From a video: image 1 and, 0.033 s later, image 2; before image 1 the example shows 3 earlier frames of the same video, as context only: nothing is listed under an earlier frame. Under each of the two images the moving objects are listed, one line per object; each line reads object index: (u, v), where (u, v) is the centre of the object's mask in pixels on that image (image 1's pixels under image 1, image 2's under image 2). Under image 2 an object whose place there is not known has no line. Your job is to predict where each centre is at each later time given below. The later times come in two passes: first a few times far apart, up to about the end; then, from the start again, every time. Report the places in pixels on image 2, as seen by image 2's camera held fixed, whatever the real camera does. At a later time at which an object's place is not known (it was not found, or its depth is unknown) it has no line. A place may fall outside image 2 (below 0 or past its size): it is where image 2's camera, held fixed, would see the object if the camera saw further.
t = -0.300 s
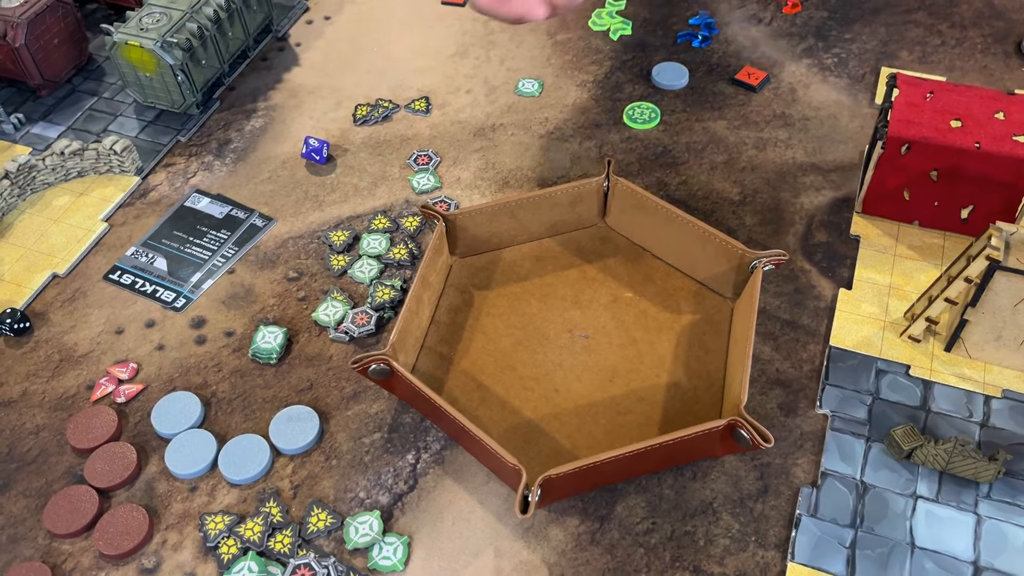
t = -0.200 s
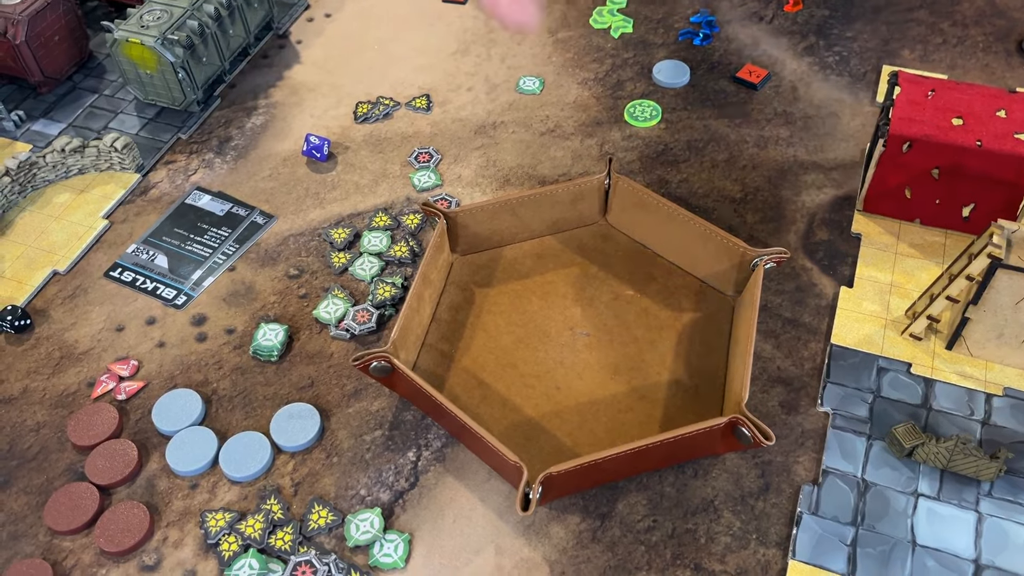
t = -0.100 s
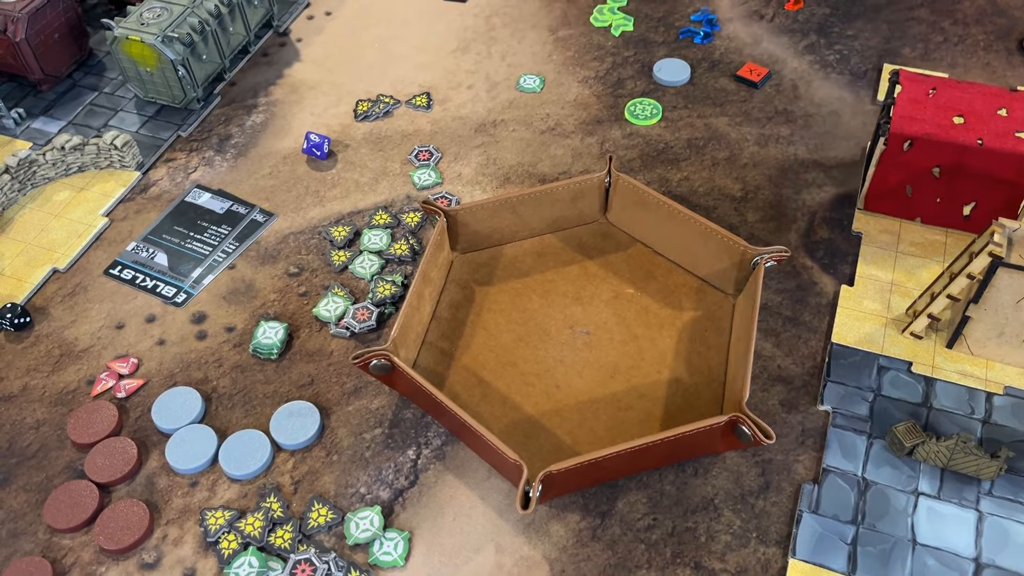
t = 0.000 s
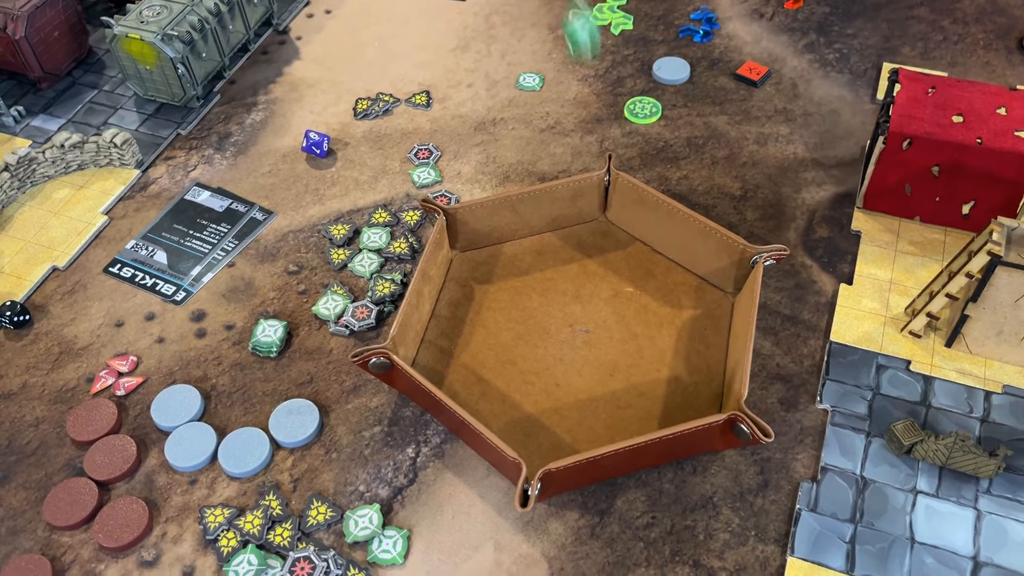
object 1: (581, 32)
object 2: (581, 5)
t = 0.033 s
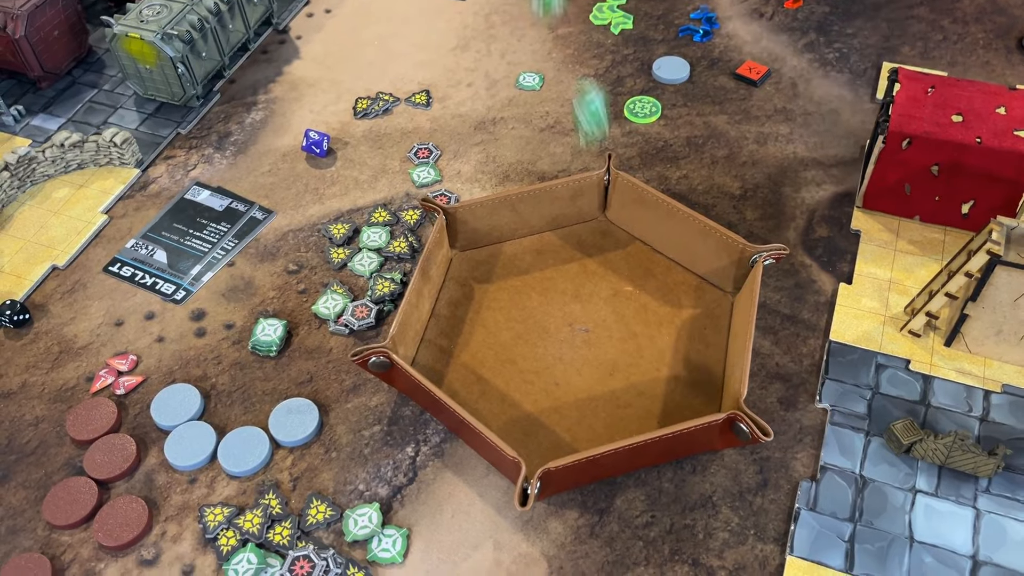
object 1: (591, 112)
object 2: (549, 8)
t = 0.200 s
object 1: (660, 371)
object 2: (494, 281)
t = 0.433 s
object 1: (684, 370)
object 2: (493, 246)
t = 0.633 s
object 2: (493, 246)
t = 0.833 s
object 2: (492, 246)
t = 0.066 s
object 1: (598, 205)
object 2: (556, 77)
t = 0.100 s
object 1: (602, 282)
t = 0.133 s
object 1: (599, 300)
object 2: (568, 270)
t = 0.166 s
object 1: (627, 331)
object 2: (532, 294)
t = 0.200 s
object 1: (660, 371)
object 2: (494, 281)
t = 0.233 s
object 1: (688, 395)
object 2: (461, 268)
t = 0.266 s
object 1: (706, 404)
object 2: (470, 259)
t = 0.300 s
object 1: (697, 401)
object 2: (482, 253)
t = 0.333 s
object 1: (694, 391)
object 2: (487, 246)
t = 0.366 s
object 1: (690, 380)
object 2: (491, 245)
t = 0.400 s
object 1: (686, 375)
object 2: (493, 246)
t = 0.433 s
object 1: (684, 370)
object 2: (493, 246)
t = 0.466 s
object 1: (682, 367)
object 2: (493, 246)
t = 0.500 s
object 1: (681, 367)
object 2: (493, 246)
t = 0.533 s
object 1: (683, 369)
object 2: (493, 246)
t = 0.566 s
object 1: (685, 371)
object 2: (493, 246)
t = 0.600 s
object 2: (493, 246)
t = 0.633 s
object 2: (493, 246)
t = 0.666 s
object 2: (493, 246)
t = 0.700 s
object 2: (493, 246)
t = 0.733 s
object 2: (493, 246)
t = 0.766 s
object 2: (493, 246)
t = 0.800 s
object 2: (493, 246)
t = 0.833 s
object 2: (492, 246)
